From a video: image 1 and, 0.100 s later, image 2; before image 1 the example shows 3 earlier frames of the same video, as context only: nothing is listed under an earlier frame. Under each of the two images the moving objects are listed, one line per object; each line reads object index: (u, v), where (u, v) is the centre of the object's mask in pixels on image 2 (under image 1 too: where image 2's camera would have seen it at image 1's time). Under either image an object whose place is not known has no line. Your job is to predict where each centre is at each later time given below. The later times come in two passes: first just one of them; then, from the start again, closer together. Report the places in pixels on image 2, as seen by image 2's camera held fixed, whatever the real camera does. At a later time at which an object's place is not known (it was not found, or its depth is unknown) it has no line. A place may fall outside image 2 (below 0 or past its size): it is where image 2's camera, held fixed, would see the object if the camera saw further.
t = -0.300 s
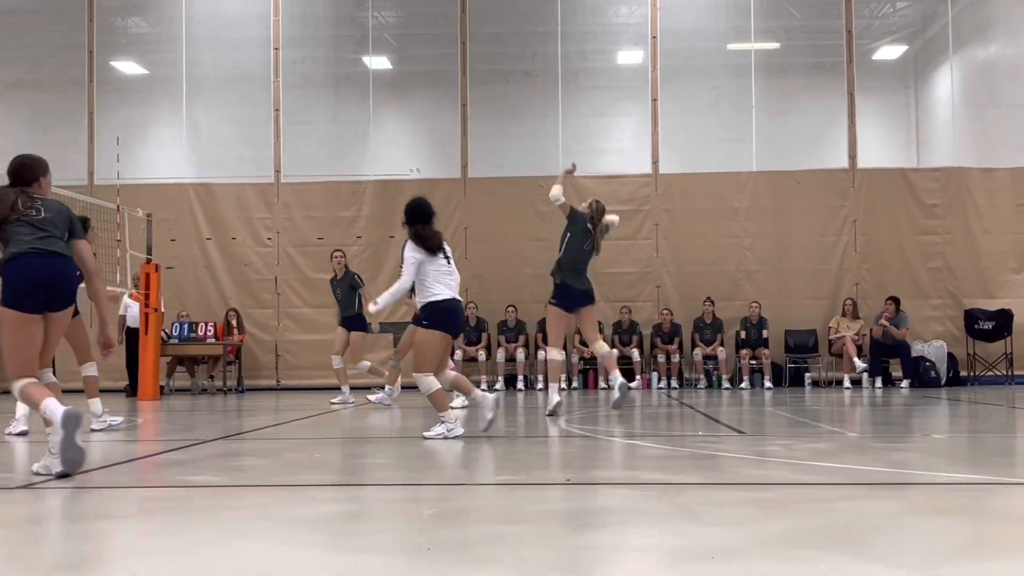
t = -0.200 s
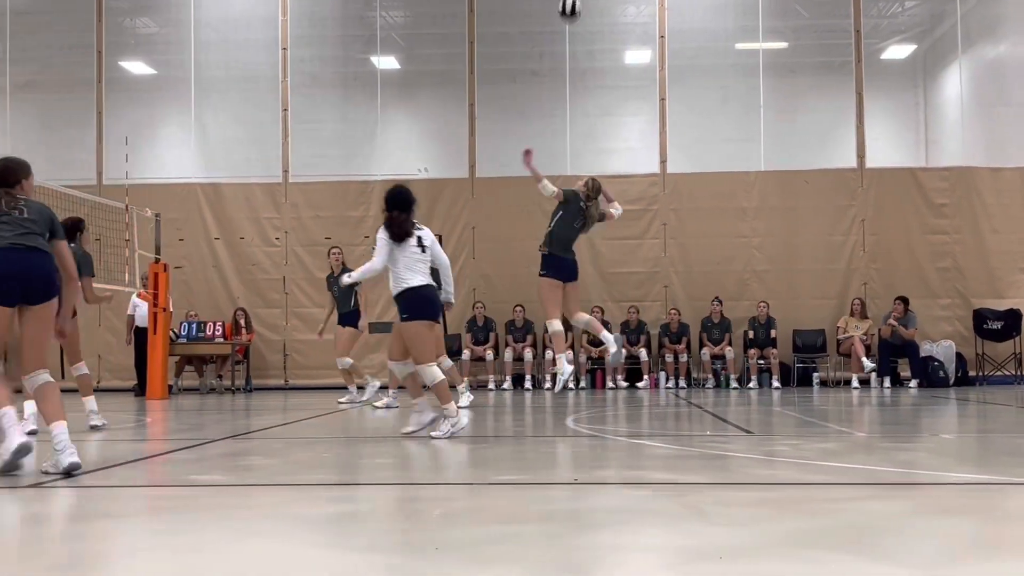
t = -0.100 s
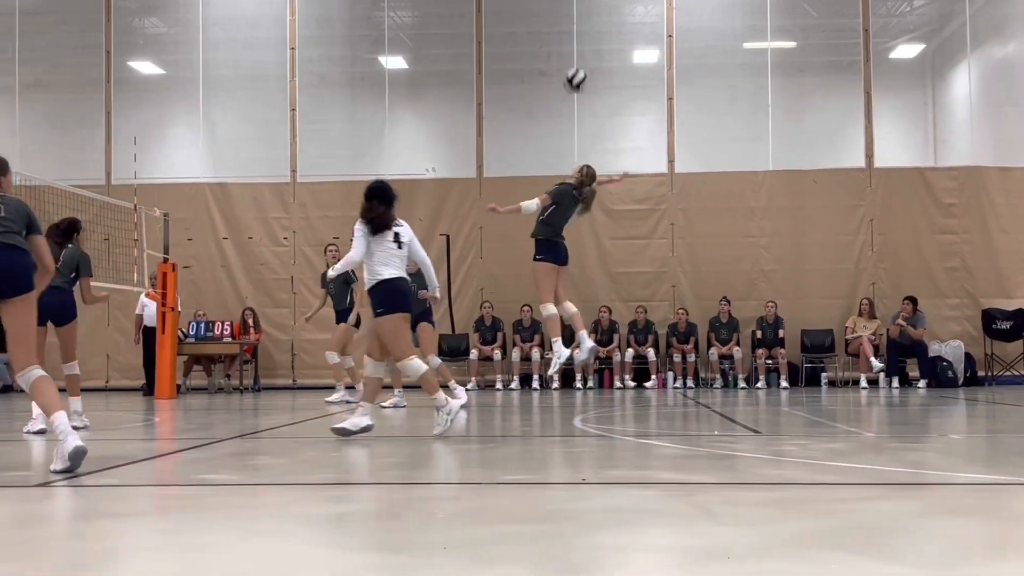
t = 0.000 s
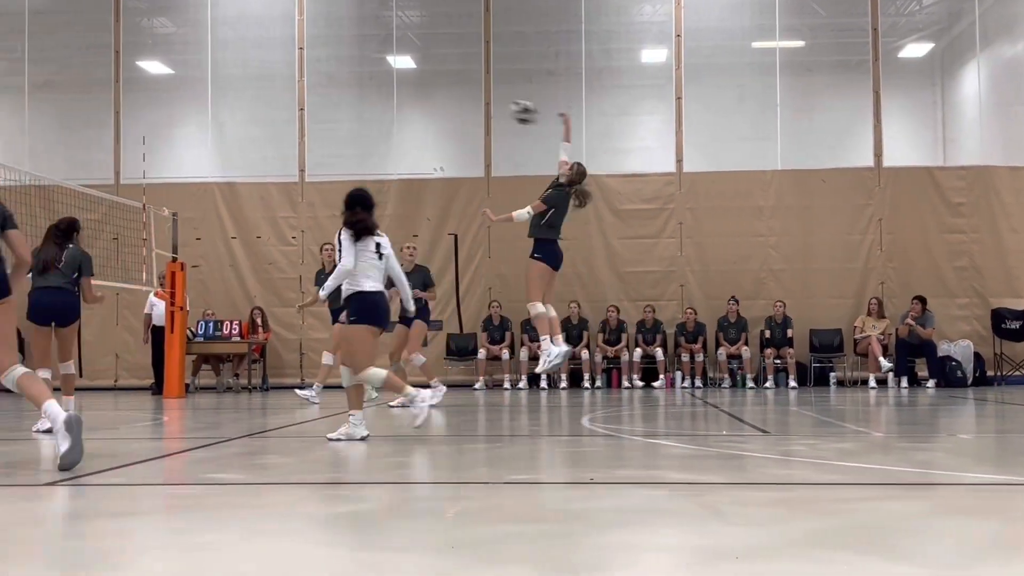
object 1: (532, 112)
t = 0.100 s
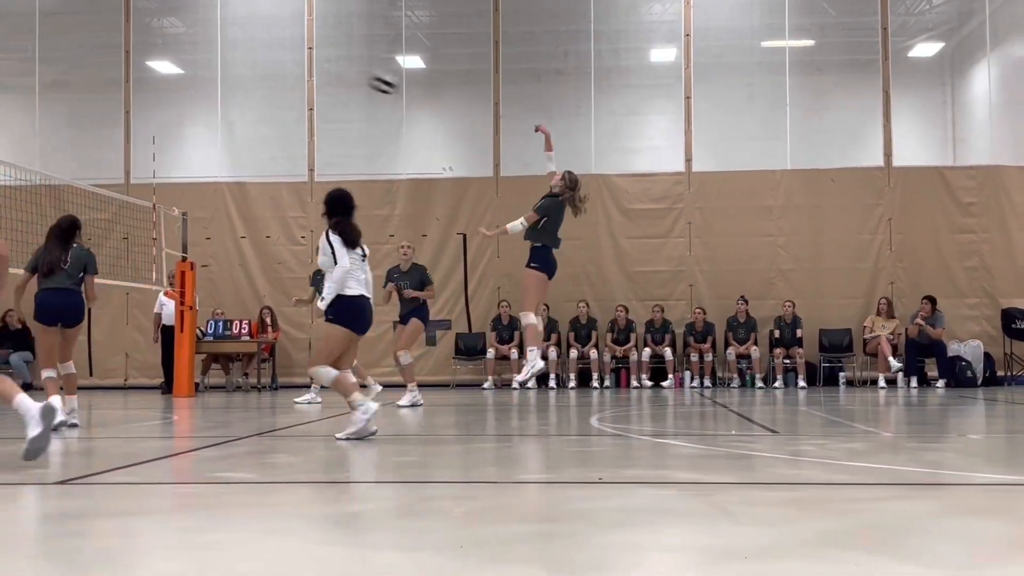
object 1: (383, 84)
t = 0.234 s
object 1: (192, 63)
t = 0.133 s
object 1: (335, 75)
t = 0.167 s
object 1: (287, 71)
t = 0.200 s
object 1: (239, 65)
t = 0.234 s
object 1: (192, 63)
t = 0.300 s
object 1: (99, 59)
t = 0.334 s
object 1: (52, 61)
